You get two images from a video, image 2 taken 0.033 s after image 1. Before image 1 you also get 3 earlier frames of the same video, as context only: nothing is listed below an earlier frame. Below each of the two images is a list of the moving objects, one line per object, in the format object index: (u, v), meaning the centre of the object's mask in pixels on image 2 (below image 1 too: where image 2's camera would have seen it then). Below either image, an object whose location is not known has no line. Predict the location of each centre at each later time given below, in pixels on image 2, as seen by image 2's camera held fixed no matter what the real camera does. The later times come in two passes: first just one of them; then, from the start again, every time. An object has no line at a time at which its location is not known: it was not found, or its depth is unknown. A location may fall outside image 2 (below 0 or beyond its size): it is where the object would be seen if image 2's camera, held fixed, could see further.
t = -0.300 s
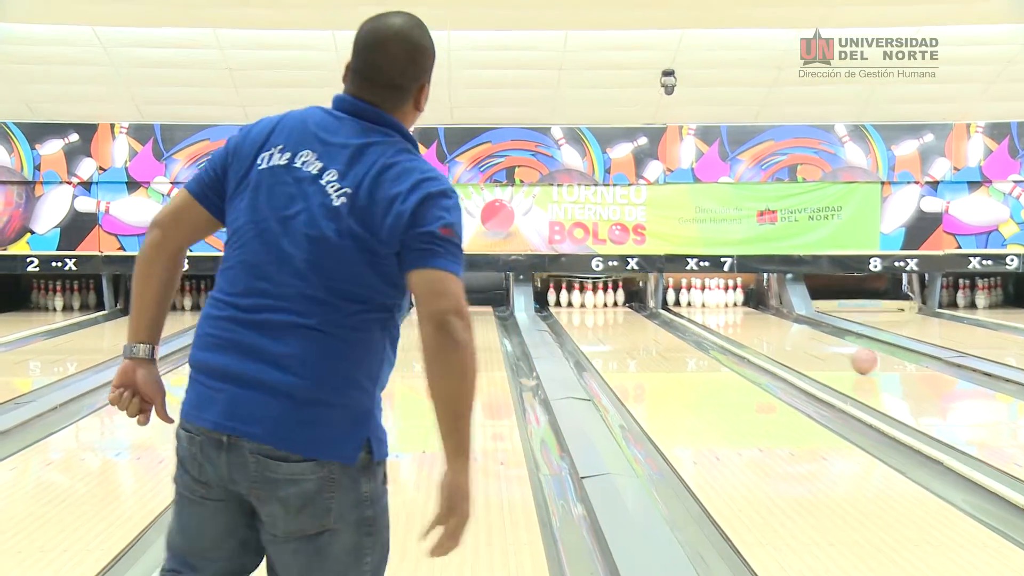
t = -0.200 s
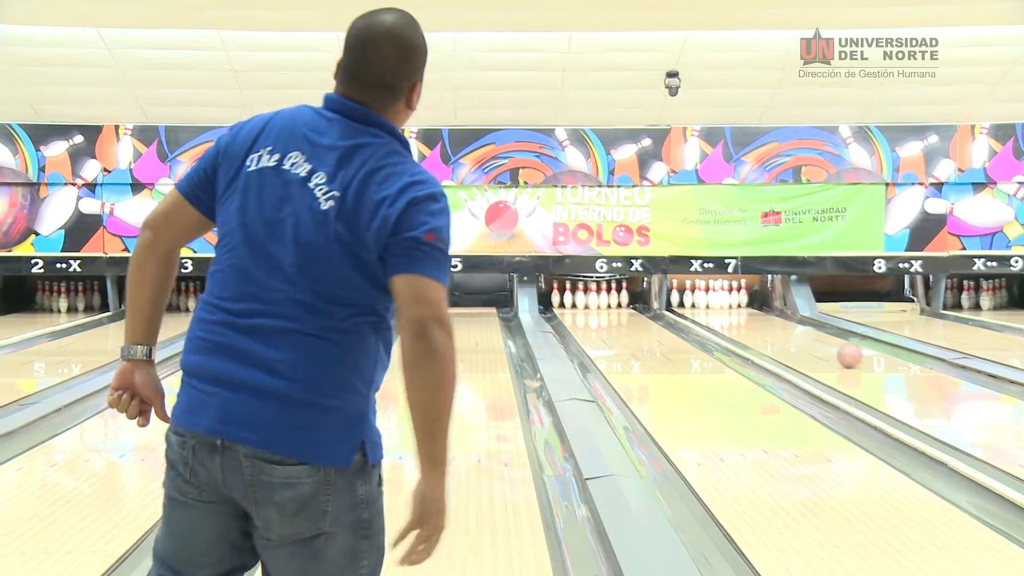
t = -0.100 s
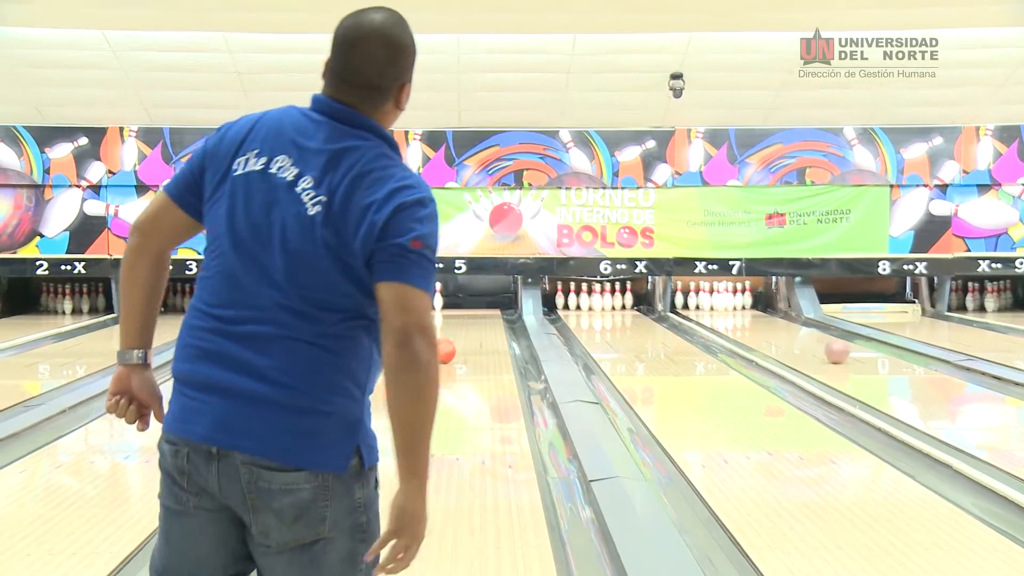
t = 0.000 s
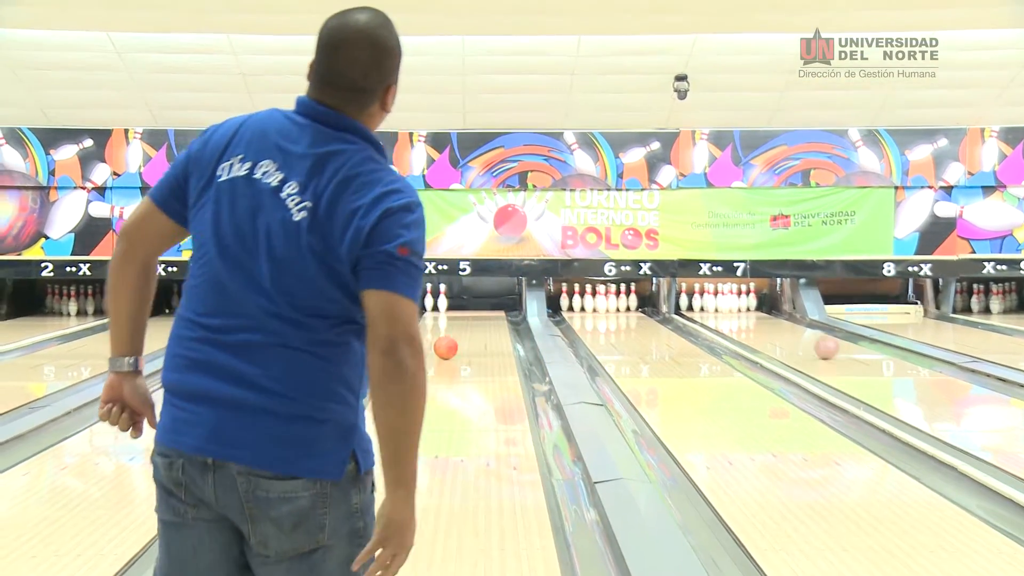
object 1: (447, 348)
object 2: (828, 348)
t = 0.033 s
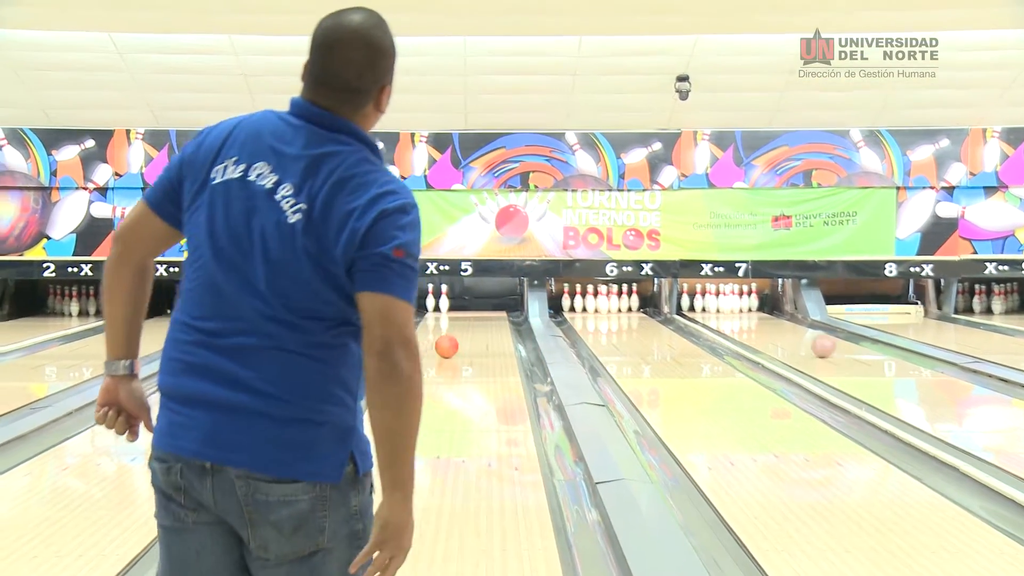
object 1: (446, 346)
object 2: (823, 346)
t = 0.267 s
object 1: (445, 337)
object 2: (795, 337)
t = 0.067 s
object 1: (446, 345)
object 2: (818, 344)
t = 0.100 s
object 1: (446, 343)
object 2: (815, 343)
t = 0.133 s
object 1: (446, 342)
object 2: (810, 341)
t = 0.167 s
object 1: (446, 340)
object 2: (806, 340)
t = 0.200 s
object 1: (445, 339)
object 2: (803, 338)
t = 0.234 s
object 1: (445, 338)
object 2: (799, 338)
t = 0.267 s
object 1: (445, 337)
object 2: (795, 337)
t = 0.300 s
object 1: (444, 336)
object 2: (792, 335)
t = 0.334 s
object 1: (444, 335)
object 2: (789, 333)
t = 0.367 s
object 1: (444, 333)
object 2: (786, 332)
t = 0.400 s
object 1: (444, 332)
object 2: (783, 331)
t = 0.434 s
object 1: (444, 331)
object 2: (780, 330)
